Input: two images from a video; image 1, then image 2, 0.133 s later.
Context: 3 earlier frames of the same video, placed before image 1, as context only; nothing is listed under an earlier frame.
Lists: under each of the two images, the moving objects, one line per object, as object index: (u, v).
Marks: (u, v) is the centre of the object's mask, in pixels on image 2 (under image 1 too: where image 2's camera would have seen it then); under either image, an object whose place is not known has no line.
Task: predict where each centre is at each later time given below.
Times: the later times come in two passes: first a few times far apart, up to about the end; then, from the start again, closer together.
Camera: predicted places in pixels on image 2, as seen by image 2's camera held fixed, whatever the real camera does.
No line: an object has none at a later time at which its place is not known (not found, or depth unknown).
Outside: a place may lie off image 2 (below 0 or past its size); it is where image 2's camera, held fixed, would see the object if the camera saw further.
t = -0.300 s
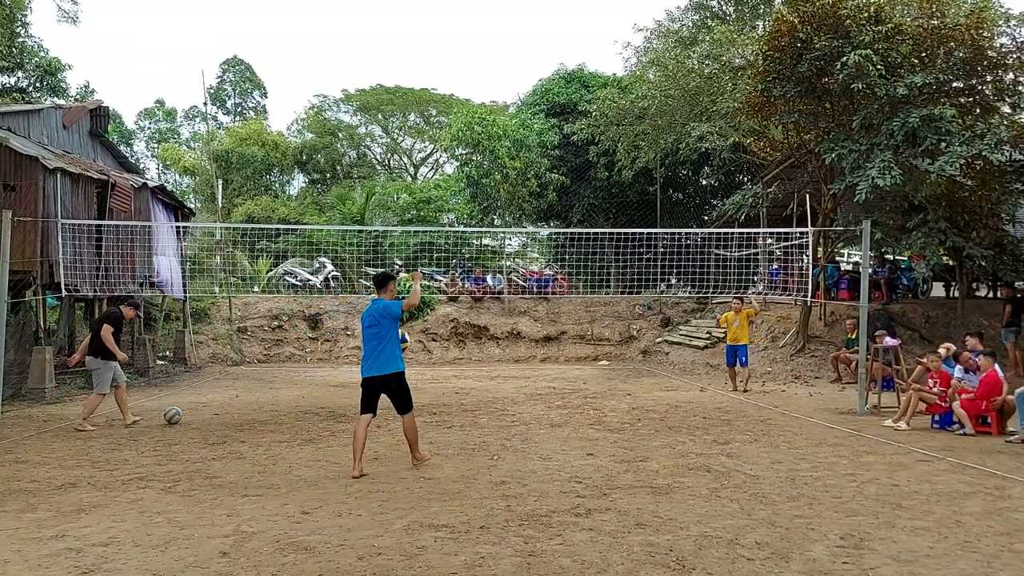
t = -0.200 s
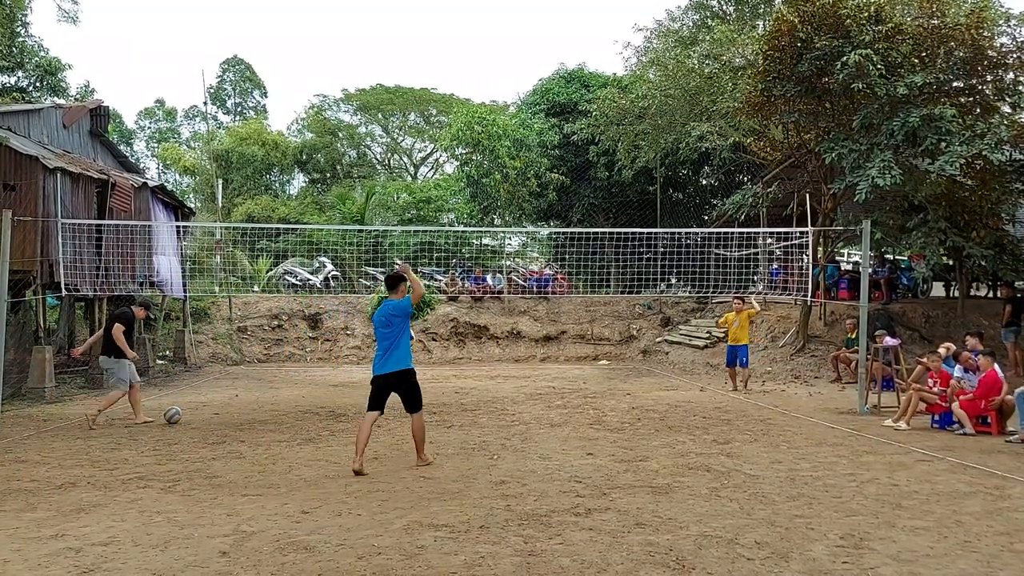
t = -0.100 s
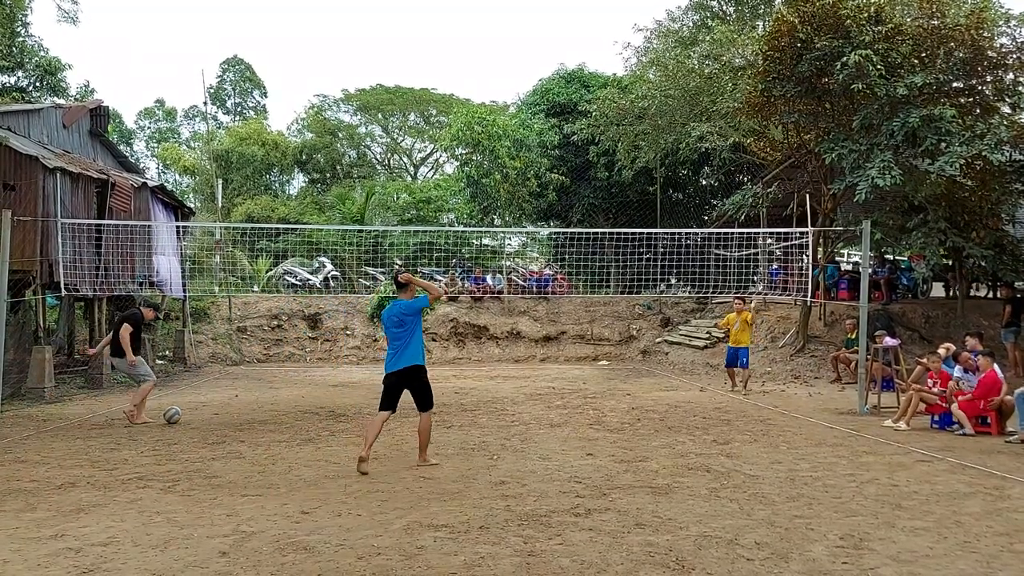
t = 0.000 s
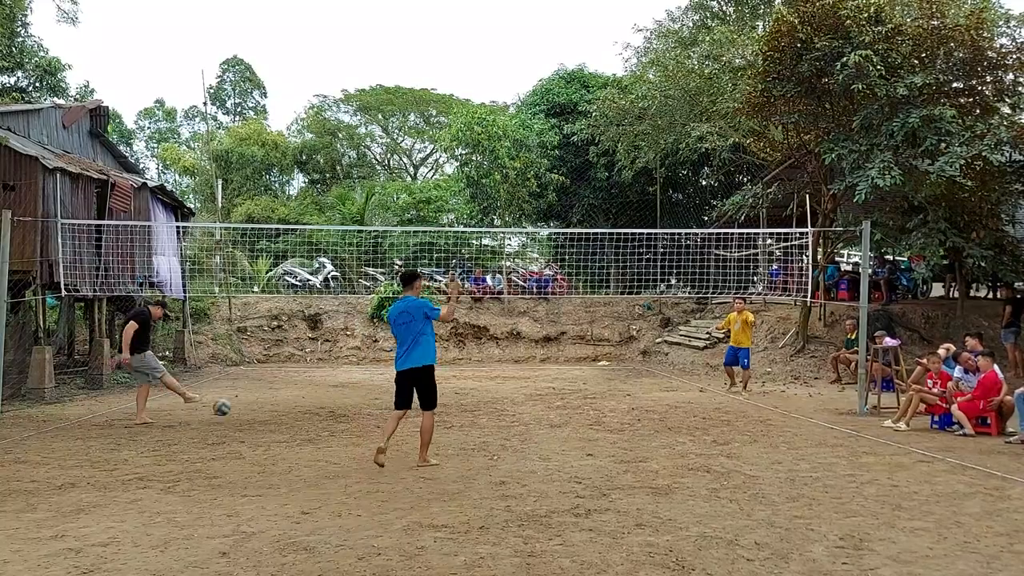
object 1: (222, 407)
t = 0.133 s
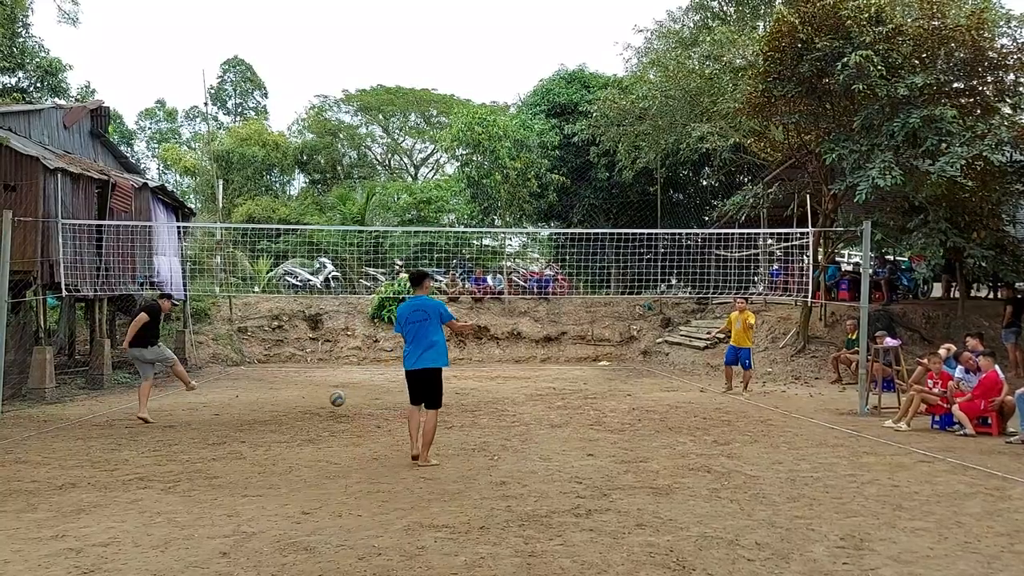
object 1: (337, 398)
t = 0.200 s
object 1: (390, 400)
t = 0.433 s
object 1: (531, 397)
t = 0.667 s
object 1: (633, 399)
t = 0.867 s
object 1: (703, 400)
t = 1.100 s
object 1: (779, 395)
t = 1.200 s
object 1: (811, 397)
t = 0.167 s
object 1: (364, 398)
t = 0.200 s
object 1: (390, 400)
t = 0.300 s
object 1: (464, 406)
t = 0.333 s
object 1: (482, 403)
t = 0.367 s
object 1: (499, 399)
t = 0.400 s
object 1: (516, 397)
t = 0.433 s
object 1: (531, 397)
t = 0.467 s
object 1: (547, 394)
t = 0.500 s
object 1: (562, 395)
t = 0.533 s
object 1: (577, 395)
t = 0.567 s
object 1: (593, 398)
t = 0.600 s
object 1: (608, 401)
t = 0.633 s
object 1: (621, 401)
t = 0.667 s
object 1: (633, 399)
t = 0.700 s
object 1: (645, 397)
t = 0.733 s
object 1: (657, 396)
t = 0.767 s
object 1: (669, 395)
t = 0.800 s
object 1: (680, 396)
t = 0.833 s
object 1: (692, 398)
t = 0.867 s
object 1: (703, 400)
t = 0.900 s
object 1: (715, 398)
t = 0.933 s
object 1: (726, 397)
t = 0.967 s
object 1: (737, 396)
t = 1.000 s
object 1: (748, 397)
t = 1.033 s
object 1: (759, 397)
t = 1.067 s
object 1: (769, 396)
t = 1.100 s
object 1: (779, 395)
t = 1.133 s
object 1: (789, 395)
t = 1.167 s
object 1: (800, 395)
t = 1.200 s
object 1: (811, 397)
